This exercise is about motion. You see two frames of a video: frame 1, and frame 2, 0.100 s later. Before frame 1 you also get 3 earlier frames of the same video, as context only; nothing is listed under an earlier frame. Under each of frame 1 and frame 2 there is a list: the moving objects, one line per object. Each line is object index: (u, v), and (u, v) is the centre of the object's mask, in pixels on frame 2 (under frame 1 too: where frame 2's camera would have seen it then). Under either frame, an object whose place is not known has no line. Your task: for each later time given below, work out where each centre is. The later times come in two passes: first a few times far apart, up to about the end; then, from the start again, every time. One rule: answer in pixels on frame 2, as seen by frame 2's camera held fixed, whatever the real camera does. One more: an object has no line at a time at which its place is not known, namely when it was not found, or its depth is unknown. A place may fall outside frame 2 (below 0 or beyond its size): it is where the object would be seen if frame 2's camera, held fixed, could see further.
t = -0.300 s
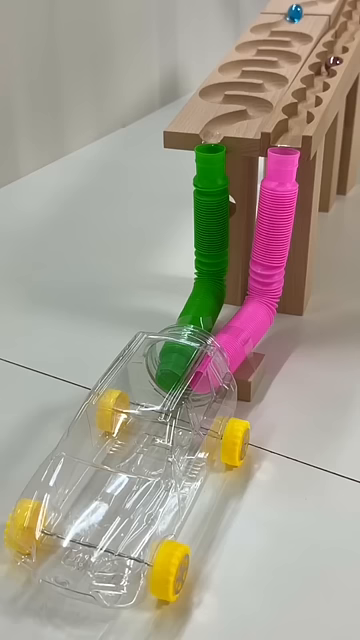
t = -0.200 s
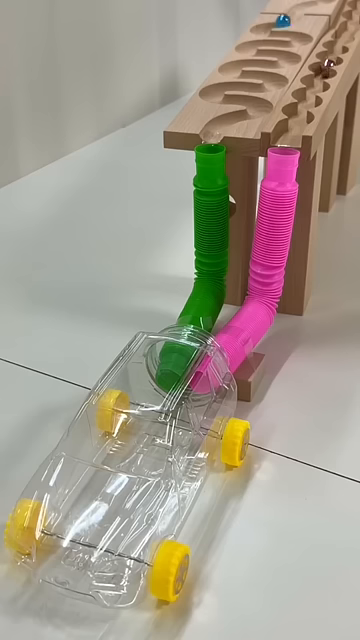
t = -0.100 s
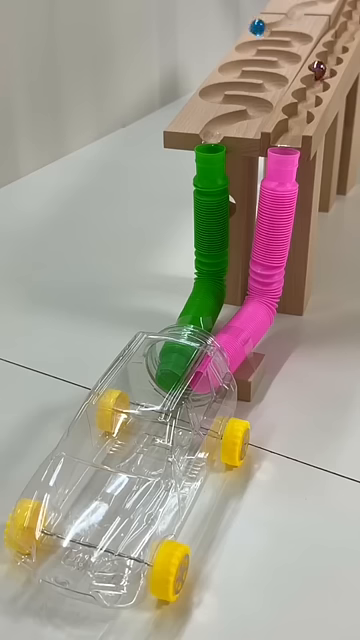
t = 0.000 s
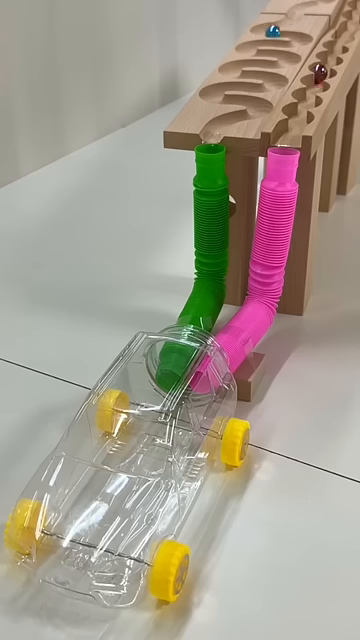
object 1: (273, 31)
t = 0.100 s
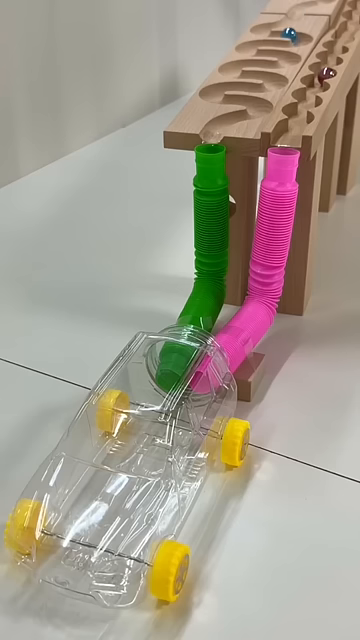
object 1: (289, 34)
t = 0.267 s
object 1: (300, 40)
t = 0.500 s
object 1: (255, 45)
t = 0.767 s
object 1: (277, 53)
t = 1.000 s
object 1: (270, 63)
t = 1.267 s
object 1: (231, 71)
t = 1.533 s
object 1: (275, 83)
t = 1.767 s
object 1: (221, 89)
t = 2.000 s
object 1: (234, 99)
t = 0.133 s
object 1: (295, 37)
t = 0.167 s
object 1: (300, 38)
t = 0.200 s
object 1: (302, 38)
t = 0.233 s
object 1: (302, 39)
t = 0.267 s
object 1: (300, 40)
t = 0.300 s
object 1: (297, 41)
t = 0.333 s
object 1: (291, 42)
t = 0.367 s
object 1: (283, 42)
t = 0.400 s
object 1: (276, 42)
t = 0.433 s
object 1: (270, 41)
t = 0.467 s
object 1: (263, 41)
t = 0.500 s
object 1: (255, 45)
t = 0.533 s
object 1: (248, 47)
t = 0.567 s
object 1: (244, 47)
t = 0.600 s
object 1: (245, 49)
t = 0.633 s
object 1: (248, 50)
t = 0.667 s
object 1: (253, 51)
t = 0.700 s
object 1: (261, 51)
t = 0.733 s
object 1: (269, 51)
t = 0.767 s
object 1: (277, 53)
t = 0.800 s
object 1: (283, 57)
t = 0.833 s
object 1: (288, 58)
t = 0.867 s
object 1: (292, 58)
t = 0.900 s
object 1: (289, 60)
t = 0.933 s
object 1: (284, 62)
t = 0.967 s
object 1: (278, 63)
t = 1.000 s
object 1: (270, 63)
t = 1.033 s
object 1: (263, 63)
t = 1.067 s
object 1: (256, 62)
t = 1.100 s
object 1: (248, 62)
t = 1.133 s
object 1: (240, 65)
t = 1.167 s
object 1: (233, 67)
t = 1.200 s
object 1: (229, 68)
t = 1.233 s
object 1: (229, 70)
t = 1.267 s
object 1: (231, 71)
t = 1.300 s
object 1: (236, 73)
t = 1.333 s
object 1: (244, 74)
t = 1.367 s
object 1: (253, 73)
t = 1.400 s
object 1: (262, 75)
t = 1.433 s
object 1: (268, 79)
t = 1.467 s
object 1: (274, 81)
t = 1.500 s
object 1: (277, 81)
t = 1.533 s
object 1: (275, 83)
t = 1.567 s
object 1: (269, 86)
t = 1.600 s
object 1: (261, 87)
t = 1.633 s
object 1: (252, 87)
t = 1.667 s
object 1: (246, 86)
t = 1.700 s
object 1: (238, 85)
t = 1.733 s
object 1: (230, 86)
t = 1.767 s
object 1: (221, 89)
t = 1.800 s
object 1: (212, 92)
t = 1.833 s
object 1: (210, 93)
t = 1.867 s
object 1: (211, 95)
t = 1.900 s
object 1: (214, 97)
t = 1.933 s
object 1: (220, 98)
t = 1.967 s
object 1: (229, 99)
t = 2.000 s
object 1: (234, 99)
